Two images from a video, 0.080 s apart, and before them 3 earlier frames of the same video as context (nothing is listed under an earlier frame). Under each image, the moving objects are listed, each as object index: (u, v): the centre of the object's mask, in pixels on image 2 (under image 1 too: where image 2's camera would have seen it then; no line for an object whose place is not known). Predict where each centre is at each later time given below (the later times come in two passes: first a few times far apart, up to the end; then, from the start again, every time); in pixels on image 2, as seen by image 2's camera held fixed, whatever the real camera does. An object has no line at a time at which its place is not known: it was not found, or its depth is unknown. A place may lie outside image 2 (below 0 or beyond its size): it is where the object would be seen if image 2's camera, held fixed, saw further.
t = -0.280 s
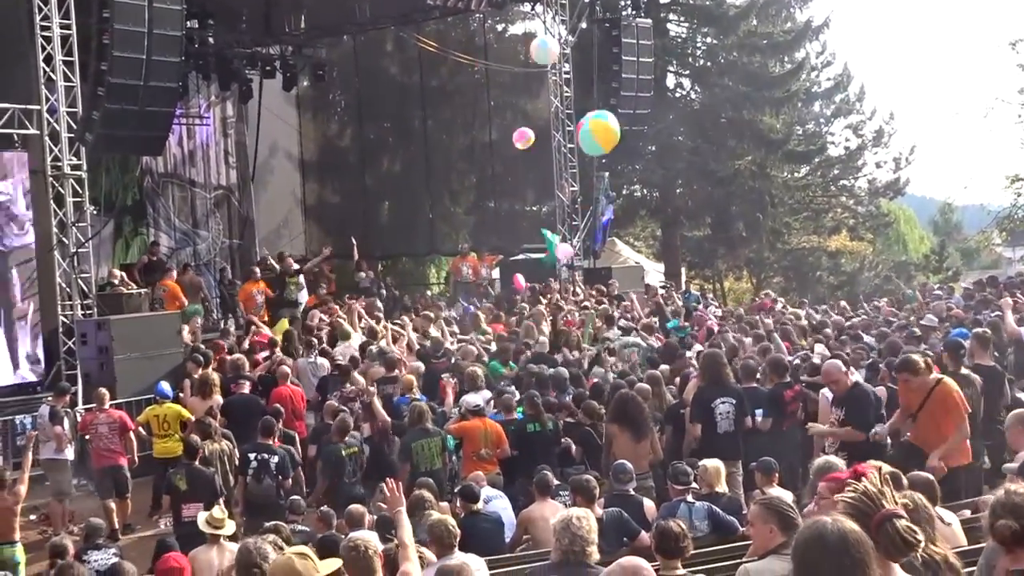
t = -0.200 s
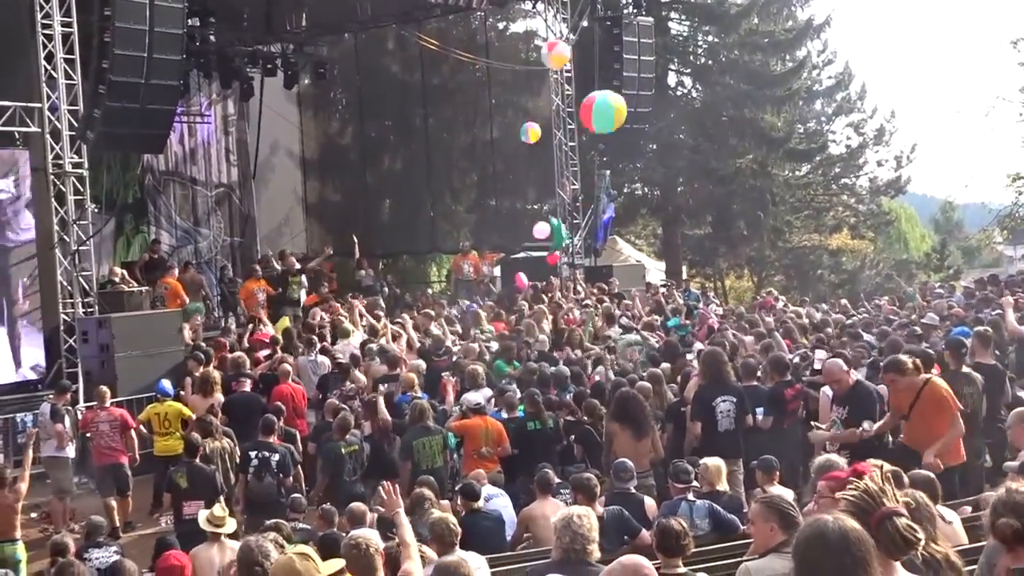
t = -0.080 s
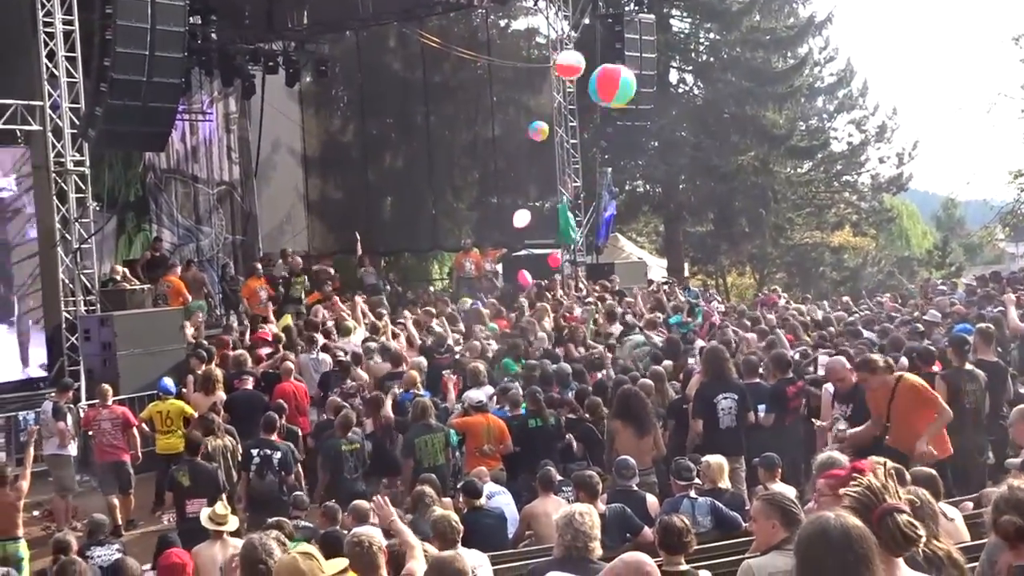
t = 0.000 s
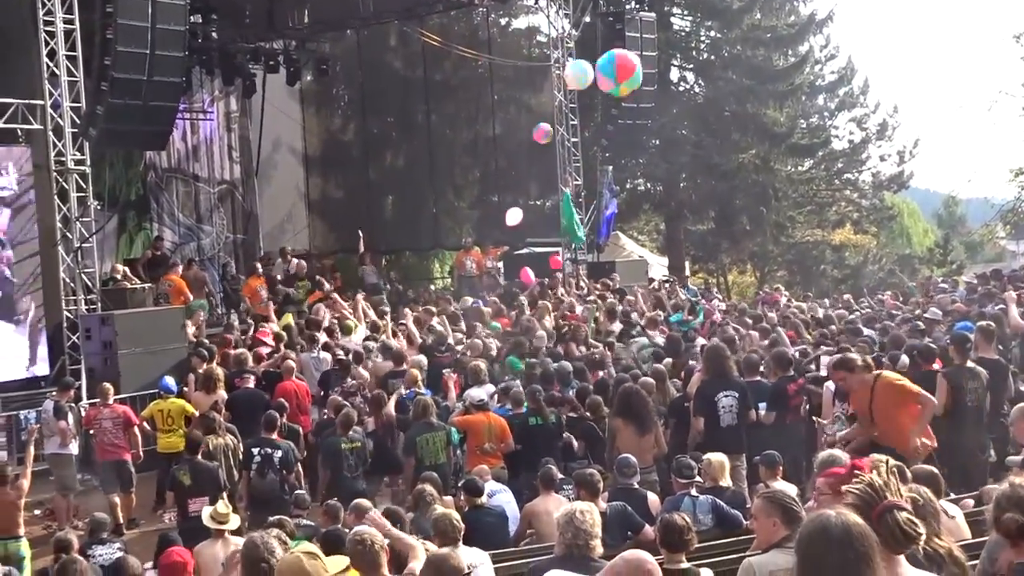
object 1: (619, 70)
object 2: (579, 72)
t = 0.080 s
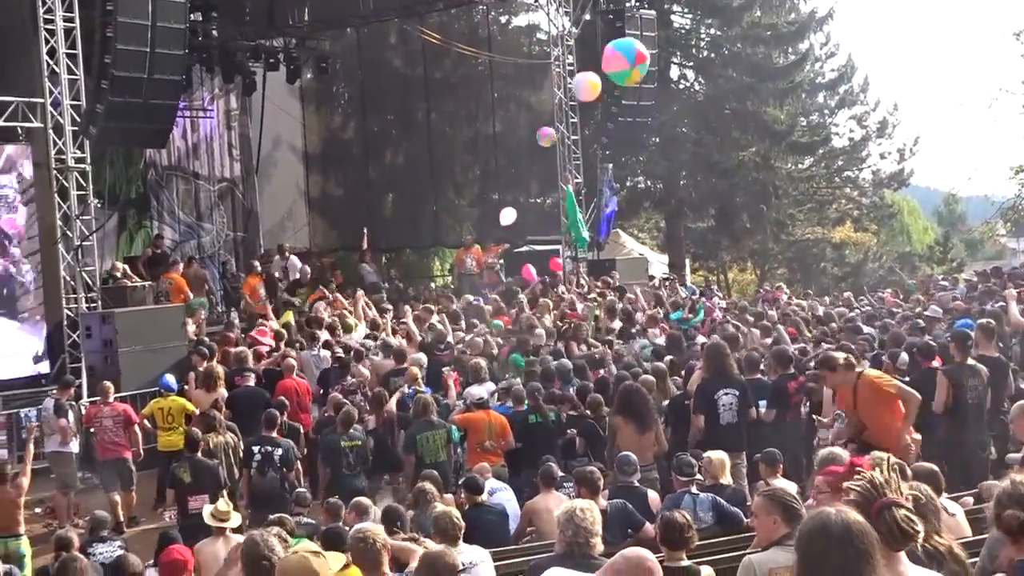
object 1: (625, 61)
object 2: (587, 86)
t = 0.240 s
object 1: (638, 53)
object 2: (600, 120)
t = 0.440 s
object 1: (656, 62)
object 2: (614, 171)
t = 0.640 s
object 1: (677, 90)
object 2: (624, 229)
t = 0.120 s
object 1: (628, 58)
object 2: (590, 94)
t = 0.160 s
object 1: (632, 56)
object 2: (593, 102)
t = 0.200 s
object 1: (635, 54)
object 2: (596, 111)
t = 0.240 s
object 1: (638, 53)
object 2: (600, 120)
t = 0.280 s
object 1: (641, 54)
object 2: (603, 129)
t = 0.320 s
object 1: (645, 55)
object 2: (606, 139)
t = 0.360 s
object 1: (649, 56)
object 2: (608, 149)
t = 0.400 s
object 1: (652, 59)
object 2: (611, 160)
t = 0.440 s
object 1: (656, 62)
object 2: (614, 171)
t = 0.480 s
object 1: (660, 67)
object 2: (617, 182)
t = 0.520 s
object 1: (664, 71)
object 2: (619, 194)
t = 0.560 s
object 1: (668, 77)
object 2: (621, 206)
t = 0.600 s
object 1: (672, 83)
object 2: (622, 217)
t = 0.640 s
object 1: (677, 90)
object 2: (624, 229)
